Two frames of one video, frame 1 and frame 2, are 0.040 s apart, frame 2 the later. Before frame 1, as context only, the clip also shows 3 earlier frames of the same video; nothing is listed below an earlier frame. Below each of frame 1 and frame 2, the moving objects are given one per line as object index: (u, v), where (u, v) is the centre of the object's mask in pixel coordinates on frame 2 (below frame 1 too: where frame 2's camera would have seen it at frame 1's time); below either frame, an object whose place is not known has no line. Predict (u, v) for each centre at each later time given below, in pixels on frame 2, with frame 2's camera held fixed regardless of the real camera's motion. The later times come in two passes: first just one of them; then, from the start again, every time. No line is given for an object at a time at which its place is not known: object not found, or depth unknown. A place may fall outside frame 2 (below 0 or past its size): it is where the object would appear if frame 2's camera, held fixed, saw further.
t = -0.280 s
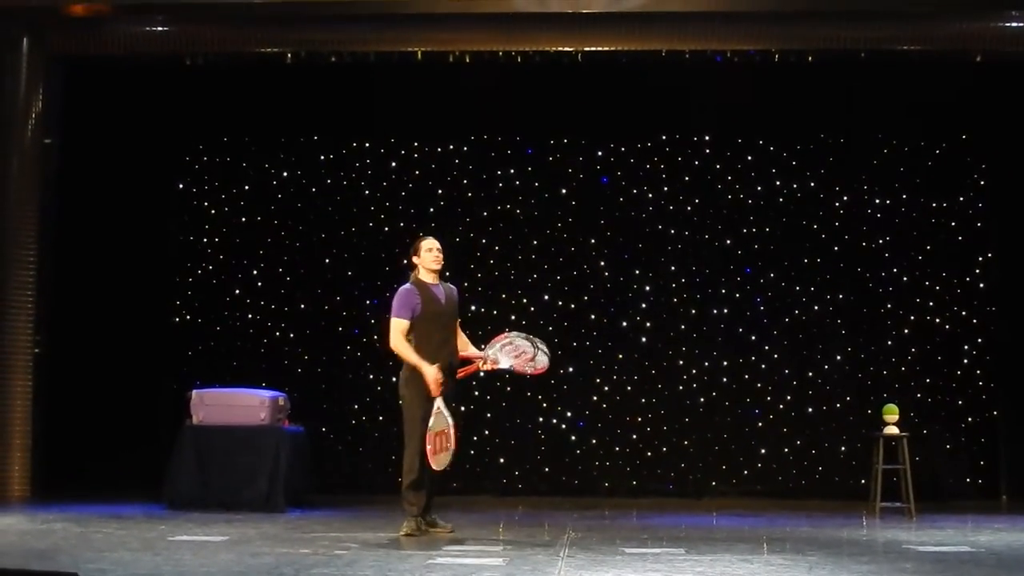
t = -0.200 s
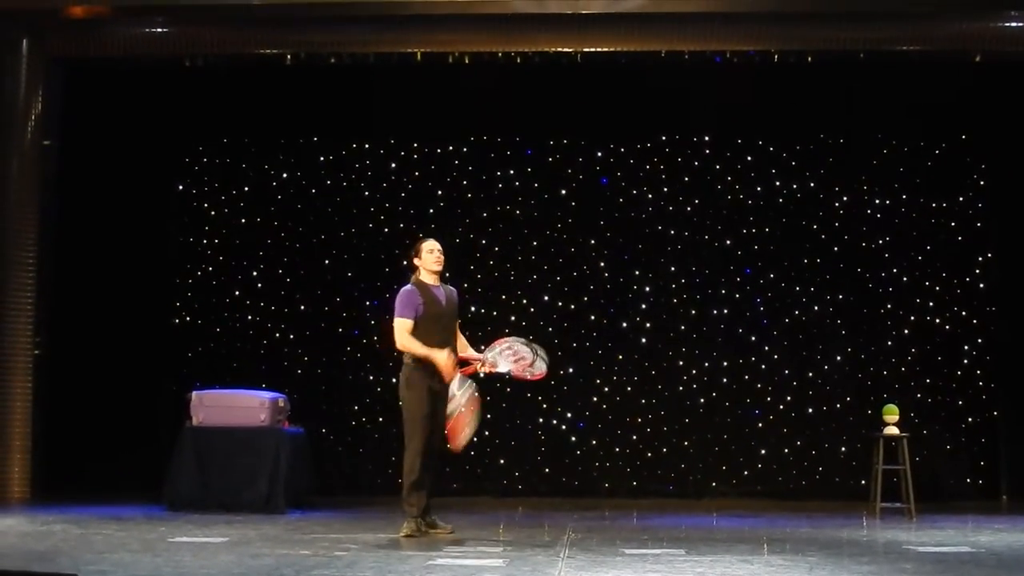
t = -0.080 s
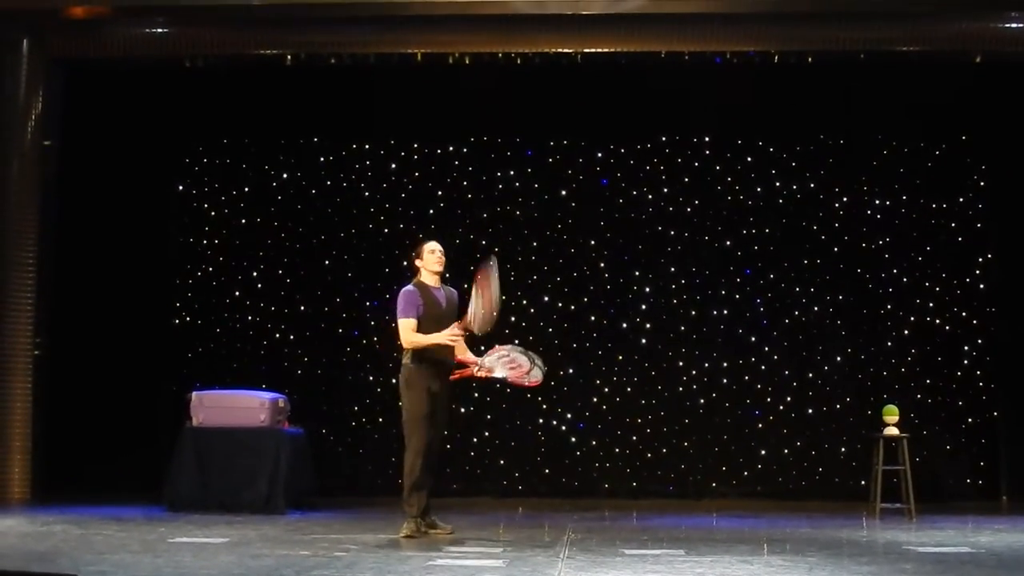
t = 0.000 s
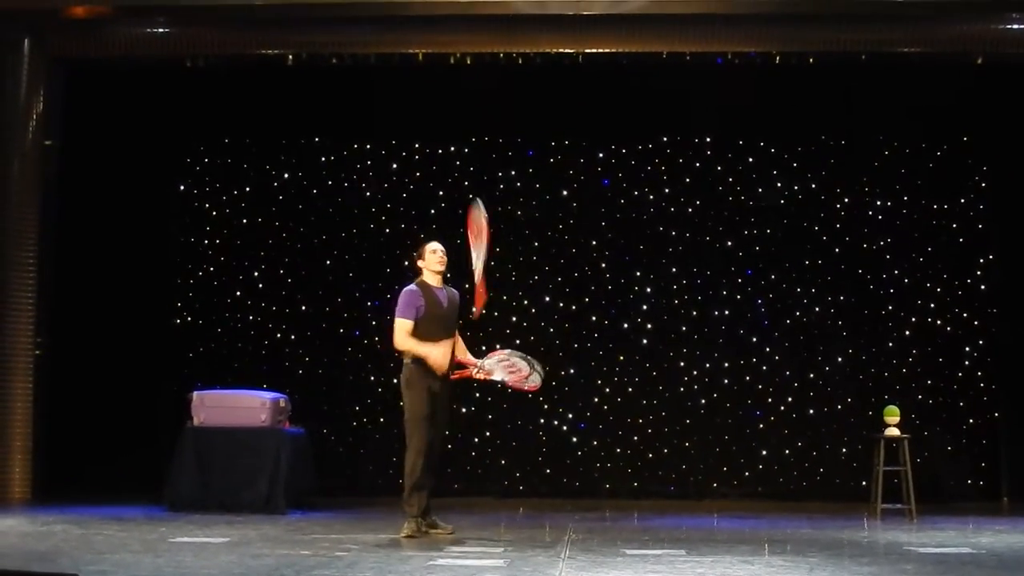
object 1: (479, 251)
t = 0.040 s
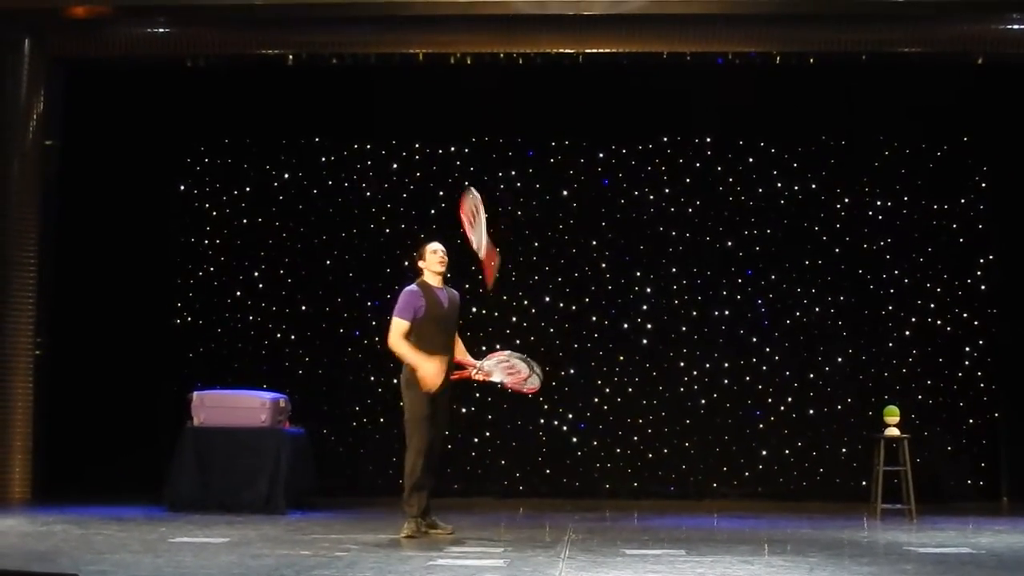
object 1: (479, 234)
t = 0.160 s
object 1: (481, 182)
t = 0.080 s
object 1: (480, 215)
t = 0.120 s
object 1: (481, 198)
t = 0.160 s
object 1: (481, 182)
